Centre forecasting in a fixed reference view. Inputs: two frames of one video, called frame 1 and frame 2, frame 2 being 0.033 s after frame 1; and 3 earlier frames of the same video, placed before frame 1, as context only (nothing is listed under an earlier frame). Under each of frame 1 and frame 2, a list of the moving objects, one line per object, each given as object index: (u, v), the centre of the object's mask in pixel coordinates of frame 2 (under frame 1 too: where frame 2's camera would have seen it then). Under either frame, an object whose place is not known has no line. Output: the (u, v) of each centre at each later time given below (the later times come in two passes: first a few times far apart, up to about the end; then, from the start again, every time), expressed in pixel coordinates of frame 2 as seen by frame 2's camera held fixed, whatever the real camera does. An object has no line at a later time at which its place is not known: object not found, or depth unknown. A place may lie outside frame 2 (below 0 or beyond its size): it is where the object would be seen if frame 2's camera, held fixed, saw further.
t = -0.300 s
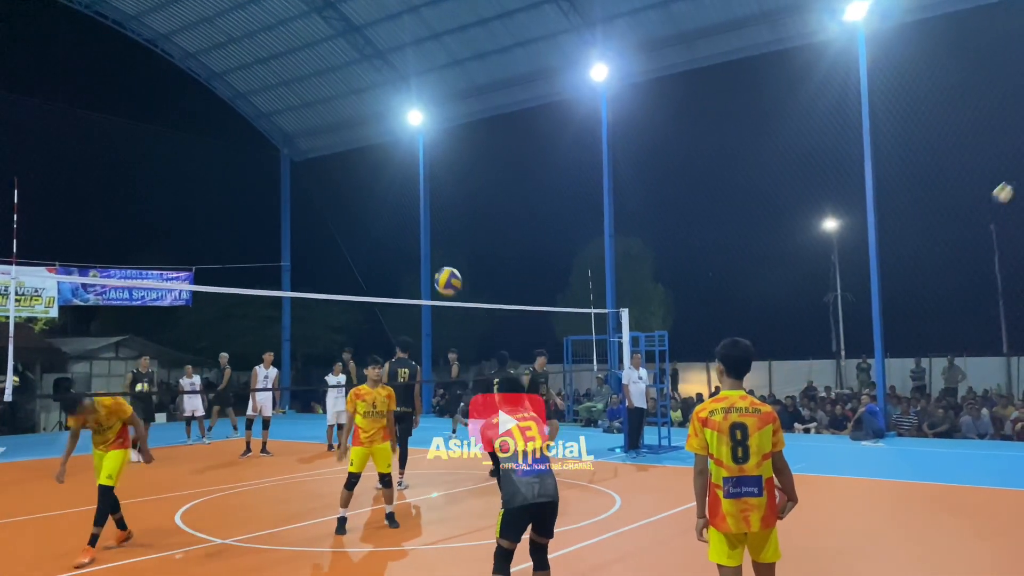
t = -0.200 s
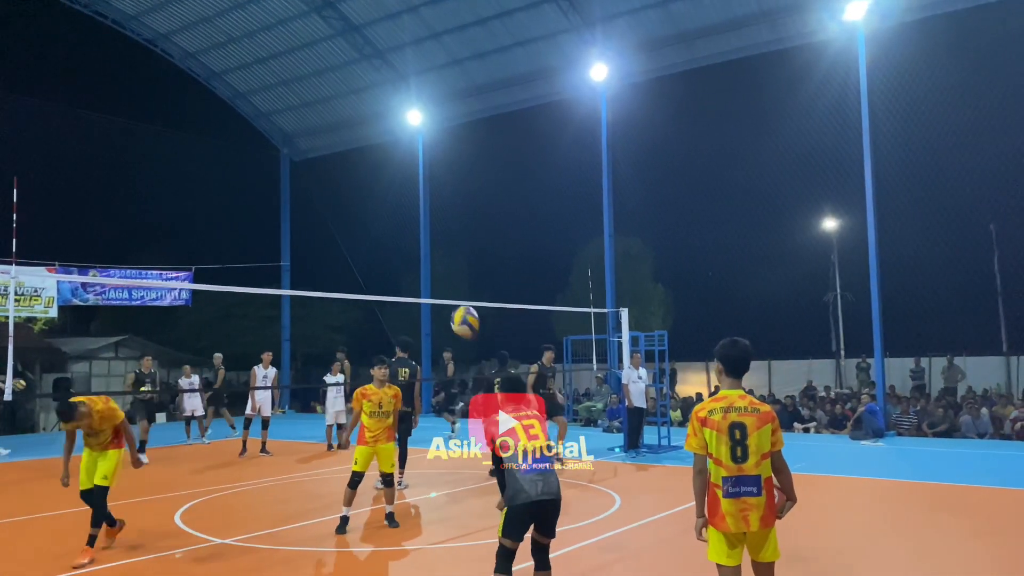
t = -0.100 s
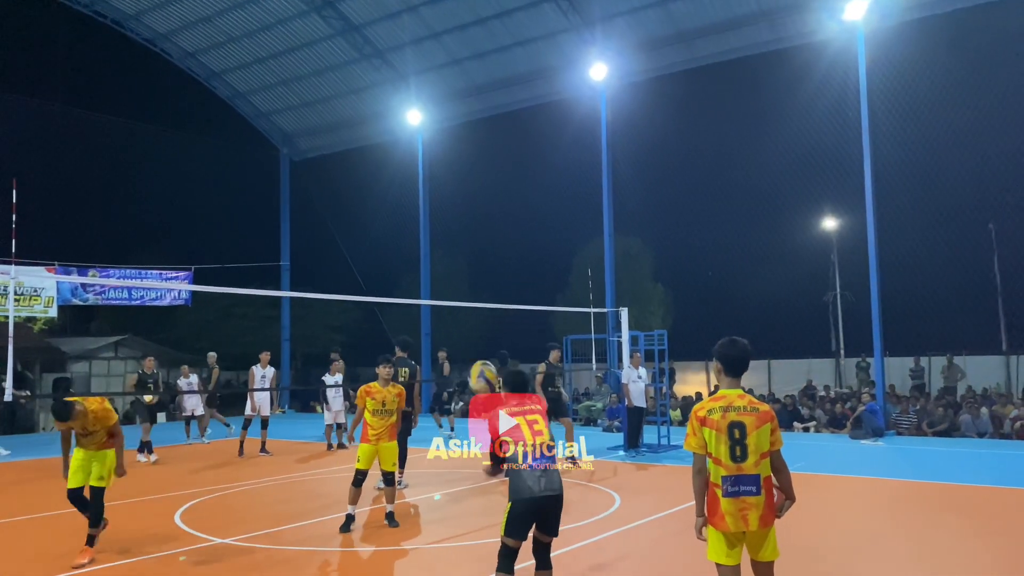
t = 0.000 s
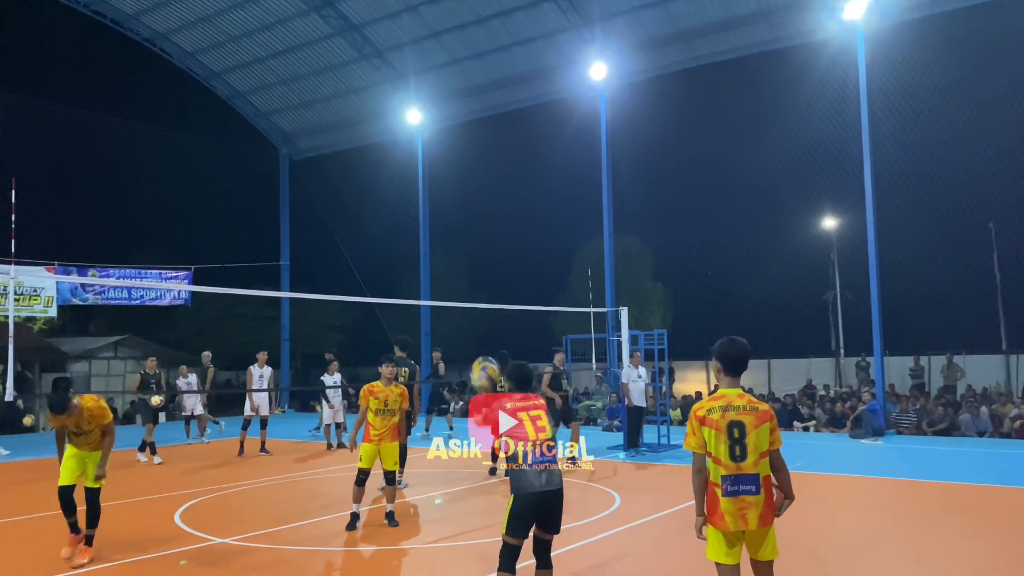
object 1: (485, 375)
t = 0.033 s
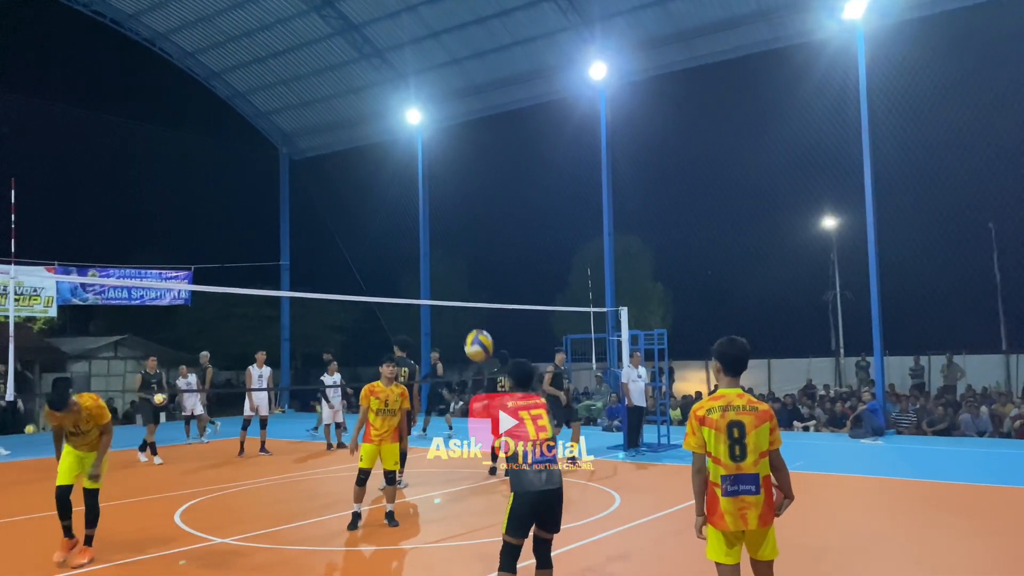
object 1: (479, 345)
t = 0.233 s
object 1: (446, 224)
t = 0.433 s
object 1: (419, 165)
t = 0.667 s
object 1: (393, 161)
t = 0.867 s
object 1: (375, 202)
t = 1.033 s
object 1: (361, 264)
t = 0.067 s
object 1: (474, 323)
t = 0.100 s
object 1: (468, 298)
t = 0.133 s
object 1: (462, 275)
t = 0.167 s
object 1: (457, 258)
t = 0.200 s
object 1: (451, 240)
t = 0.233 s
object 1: (446, 224)
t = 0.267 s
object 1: (441, 210)
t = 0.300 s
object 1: (437, 199)
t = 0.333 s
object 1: (432, 187)
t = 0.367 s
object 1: (428, 179)
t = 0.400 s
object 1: (423, 172)
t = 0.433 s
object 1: (419, 165)
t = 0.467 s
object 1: (415, 161)
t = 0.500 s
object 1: (411, 158)
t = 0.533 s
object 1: (406, 156)
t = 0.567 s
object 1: (403, 155)
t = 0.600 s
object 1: (400, 156)
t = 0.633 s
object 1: (396, 158)
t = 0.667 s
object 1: (393, 161)
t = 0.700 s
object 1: (390, 165)
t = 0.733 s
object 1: (386, 171)
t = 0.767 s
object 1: (384, 177)
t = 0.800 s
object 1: (381, 184)
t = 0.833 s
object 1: (378, 193)
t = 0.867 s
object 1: (375, 202)
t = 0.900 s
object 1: (372, 212)
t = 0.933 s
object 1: (369, 224)
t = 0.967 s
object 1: (367, 236)
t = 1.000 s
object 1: (364, 249)
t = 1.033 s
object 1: (361, 264)
